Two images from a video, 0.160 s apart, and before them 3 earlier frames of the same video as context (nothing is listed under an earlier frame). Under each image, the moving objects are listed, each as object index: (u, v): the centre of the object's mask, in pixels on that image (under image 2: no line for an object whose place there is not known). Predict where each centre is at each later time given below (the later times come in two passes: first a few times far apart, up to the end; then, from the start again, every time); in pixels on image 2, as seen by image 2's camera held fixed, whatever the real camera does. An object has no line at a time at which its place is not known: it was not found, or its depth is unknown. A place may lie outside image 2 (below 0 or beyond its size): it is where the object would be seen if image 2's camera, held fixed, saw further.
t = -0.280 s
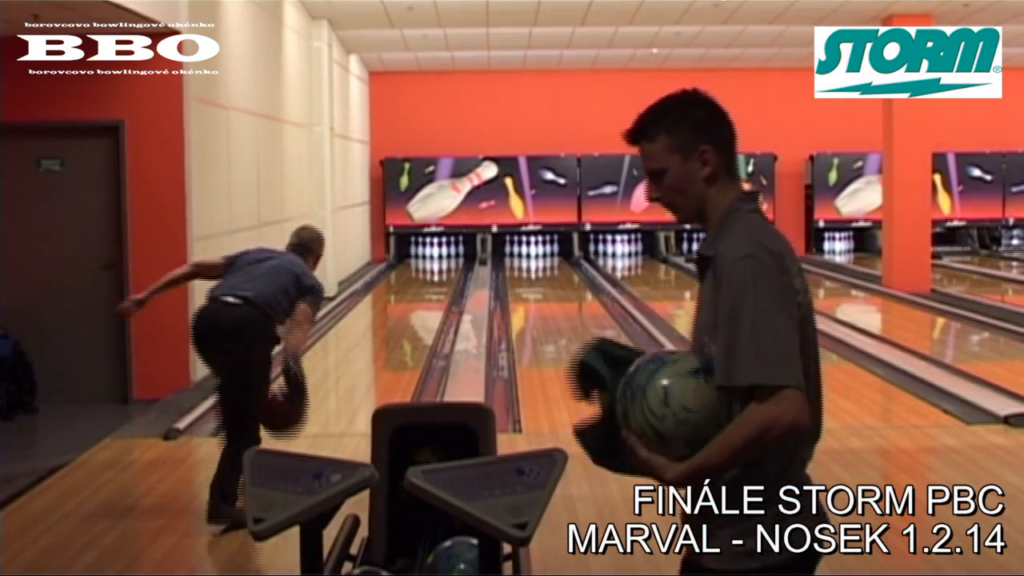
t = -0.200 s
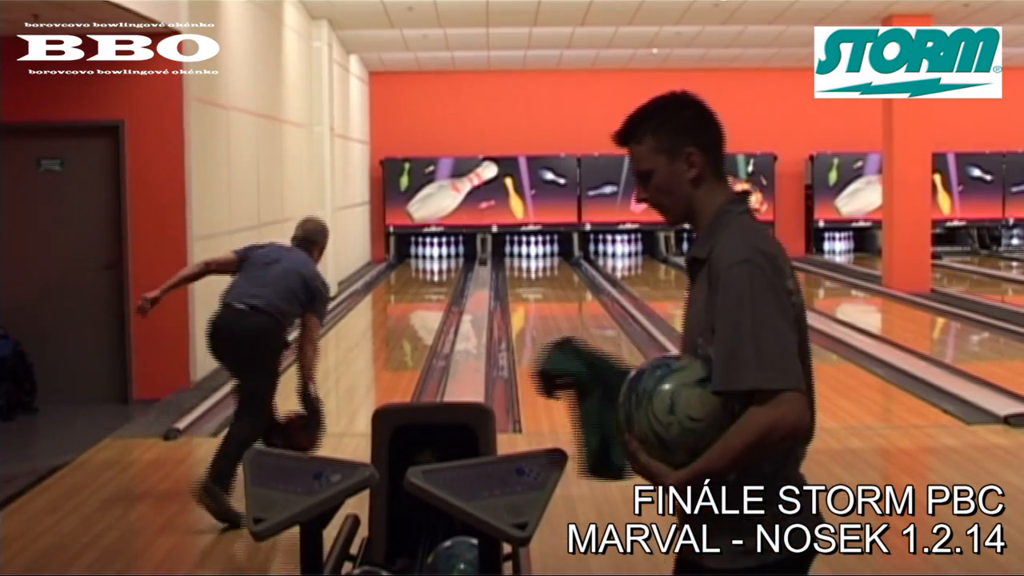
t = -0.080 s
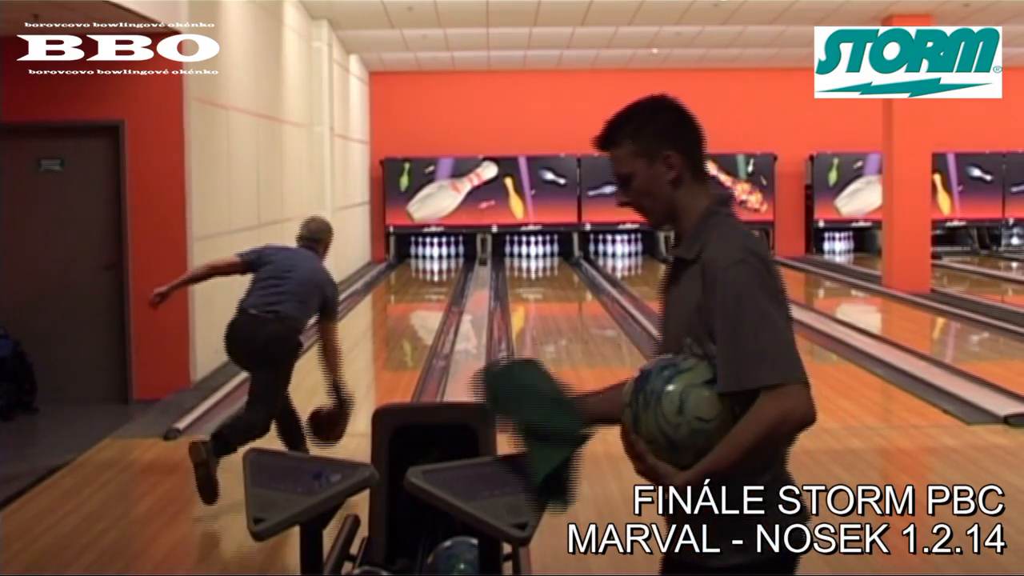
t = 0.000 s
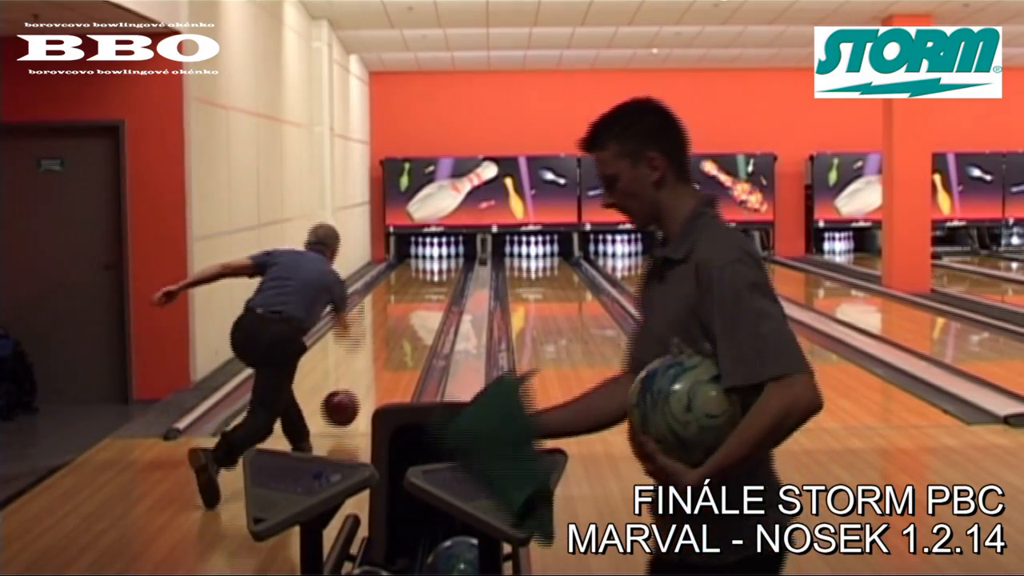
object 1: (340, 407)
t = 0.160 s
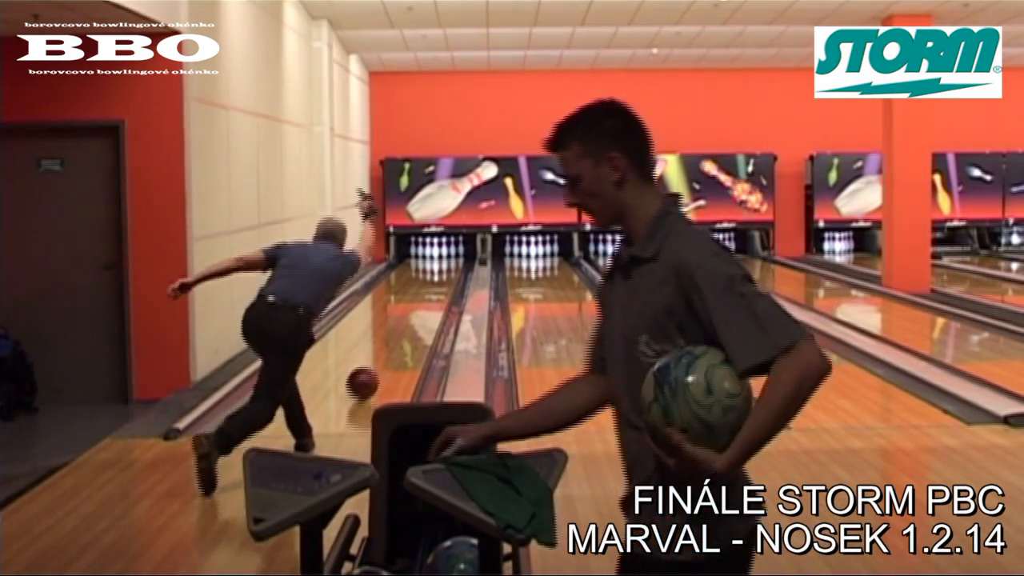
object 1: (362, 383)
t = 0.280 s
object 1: (375, 364)
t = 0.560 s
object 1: (397, 331)
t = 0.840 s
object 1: (412, 308)
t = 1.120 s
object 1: (422, 292)
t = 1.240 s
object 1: (426, 285)
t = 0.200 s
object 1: (367, 377)
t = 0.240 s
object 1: (371, 370)
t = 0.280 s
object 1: (375, 364)
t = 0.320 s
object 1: (379, 359)
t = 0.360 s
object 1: (382, 353)
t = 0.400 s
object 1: (386, 348)
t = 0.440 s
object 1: (389, 344)
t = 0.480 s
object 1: (392, 339)
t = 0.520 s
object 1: (395, 335)
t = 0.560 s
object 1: (397, 331)
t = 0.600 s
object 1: (399, 328)
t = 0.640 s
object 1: (402, 324)
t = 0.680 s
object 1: (404, 321)
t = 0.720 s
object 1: (406, 317)
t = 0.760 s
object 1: (408, 314)
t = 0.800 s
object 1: (410, 311)
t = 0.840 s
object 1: (412, 308)
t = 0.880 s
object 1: (414, 305)
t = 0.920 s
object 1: (415, 303)
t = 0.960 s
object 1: (417, 301)
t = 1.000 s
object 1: (418, 298)
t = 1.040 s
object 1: (419, 296)
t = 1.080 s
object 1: (421, 294)
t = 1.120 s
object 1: (422, 292)
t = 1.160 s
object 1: (423, 290)
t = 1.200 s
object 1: (425, 287)
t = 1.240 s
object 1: (426, 285)
